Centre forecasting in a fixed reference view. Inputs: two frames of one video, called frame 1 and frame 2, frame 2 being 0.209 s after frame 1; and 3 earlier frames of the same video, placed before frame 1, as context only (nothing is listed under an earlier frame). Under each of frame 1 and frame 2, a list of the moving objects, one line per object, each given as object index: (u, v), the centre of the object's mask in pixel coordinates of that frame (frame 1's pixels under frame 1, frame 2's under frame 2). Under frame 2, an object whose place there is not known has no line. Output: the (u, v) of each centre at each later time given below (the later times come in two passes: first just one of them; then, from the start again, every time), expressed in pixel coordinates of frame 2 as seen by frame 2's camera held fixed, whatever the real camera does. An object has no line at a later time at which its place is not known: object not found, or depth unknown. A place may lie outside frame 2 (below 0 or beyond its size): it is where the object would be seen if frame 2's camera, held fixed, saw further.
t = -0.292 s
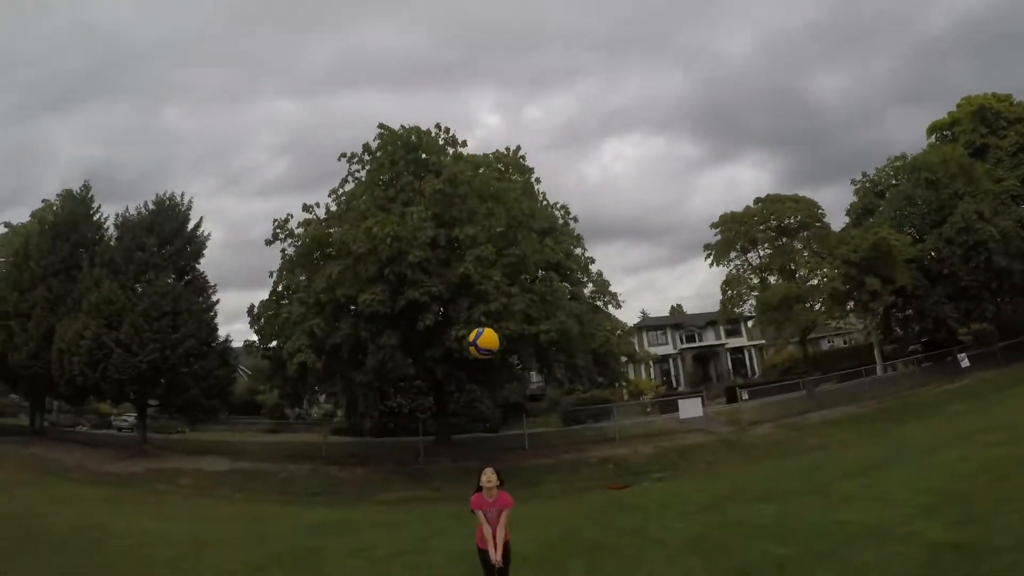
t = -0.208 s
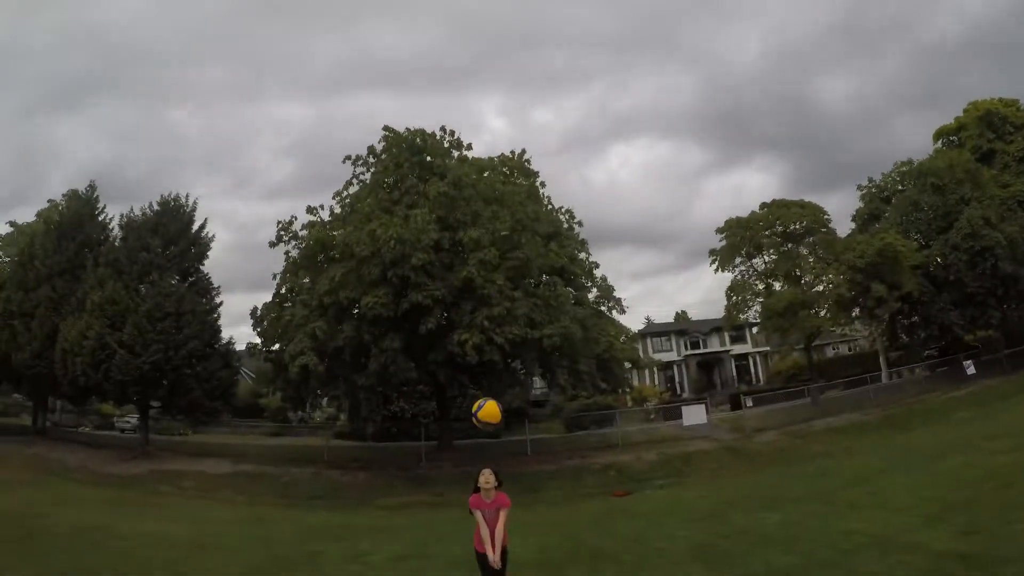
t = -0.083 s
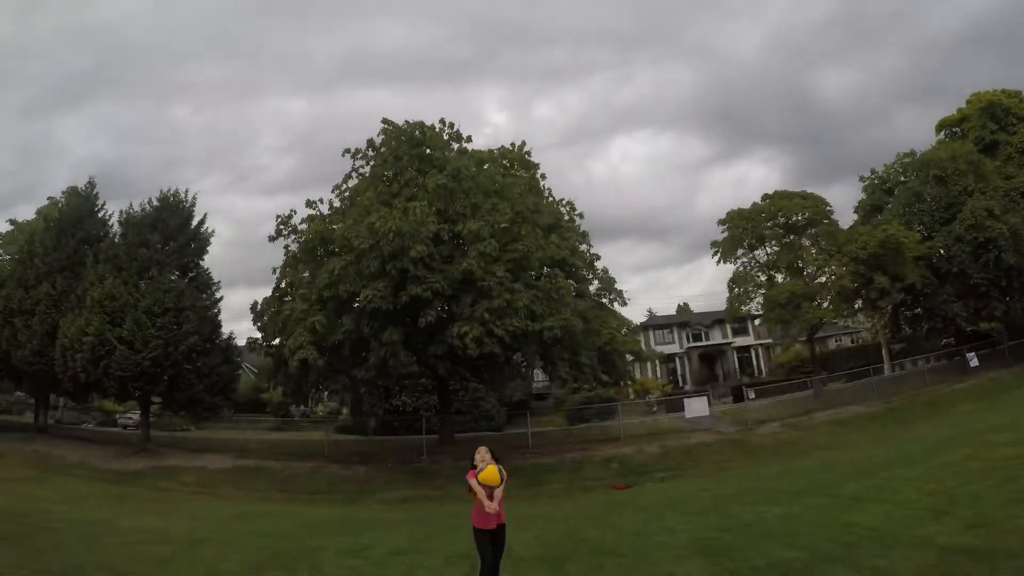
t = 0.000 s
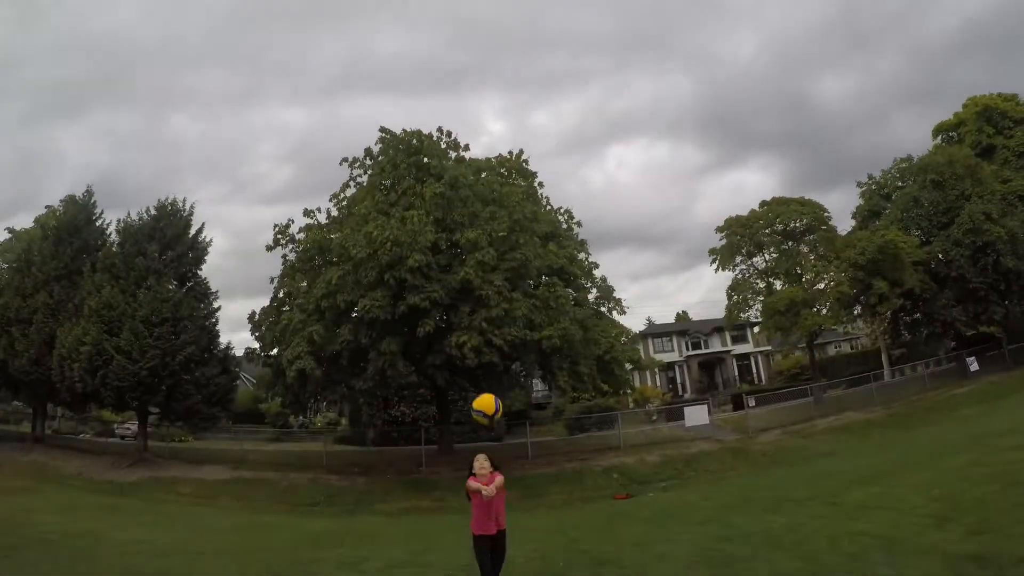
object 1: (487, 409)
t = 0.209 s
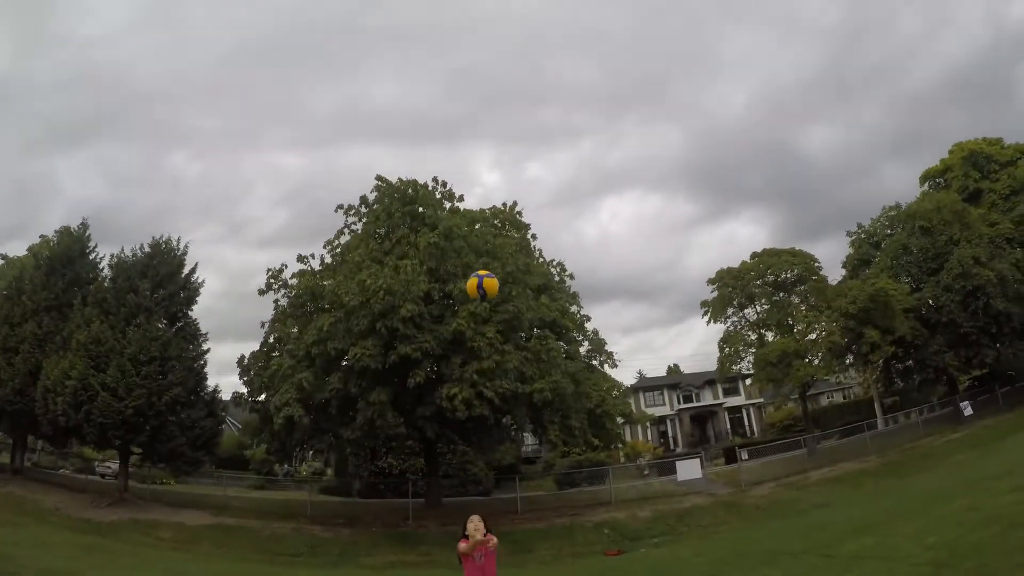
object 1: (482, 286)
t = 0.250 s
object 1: (484, 257)
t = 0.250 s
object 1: (484, 257)
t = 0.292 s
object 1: (486, 232)
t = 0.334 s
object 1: (487, 211)
